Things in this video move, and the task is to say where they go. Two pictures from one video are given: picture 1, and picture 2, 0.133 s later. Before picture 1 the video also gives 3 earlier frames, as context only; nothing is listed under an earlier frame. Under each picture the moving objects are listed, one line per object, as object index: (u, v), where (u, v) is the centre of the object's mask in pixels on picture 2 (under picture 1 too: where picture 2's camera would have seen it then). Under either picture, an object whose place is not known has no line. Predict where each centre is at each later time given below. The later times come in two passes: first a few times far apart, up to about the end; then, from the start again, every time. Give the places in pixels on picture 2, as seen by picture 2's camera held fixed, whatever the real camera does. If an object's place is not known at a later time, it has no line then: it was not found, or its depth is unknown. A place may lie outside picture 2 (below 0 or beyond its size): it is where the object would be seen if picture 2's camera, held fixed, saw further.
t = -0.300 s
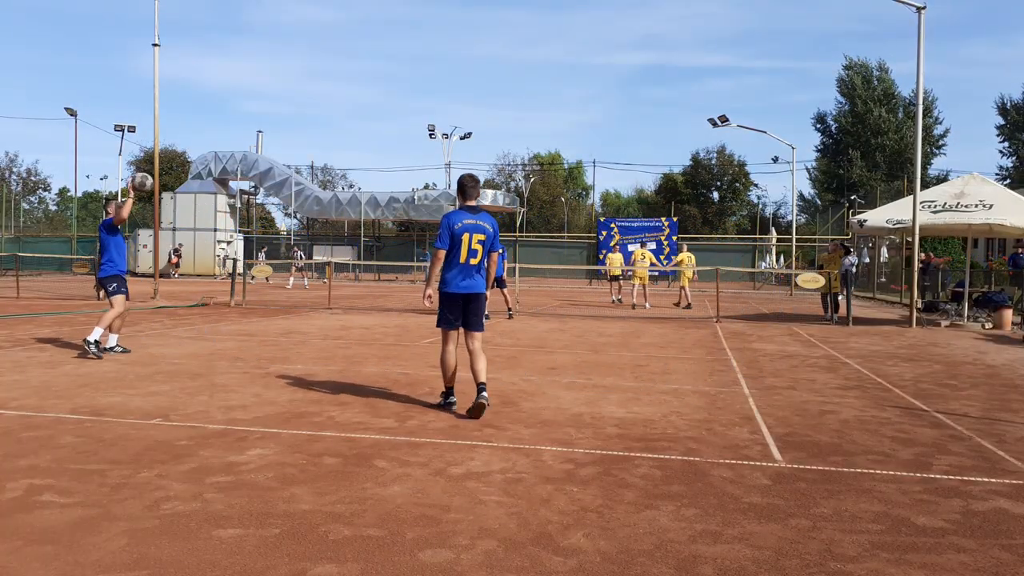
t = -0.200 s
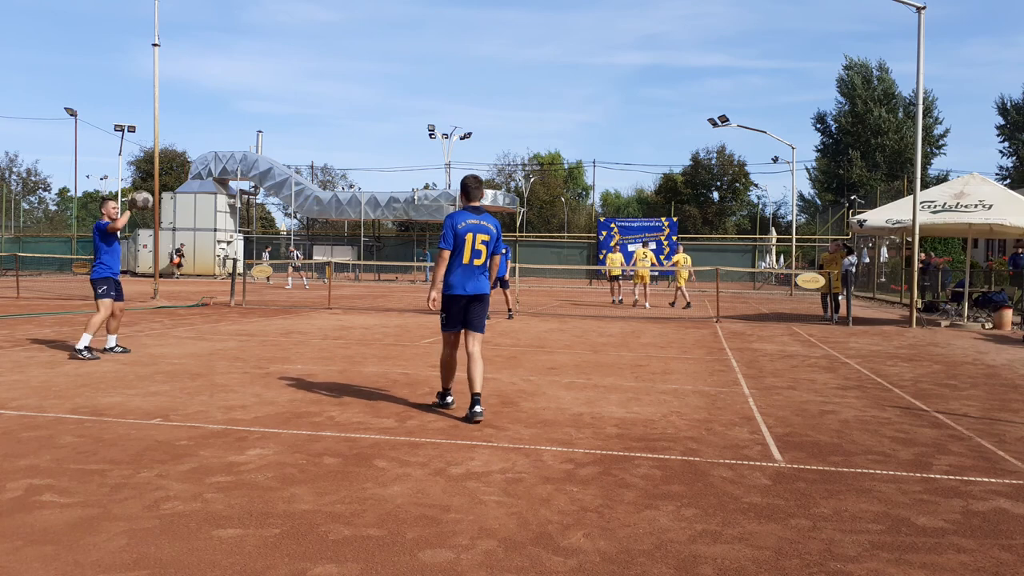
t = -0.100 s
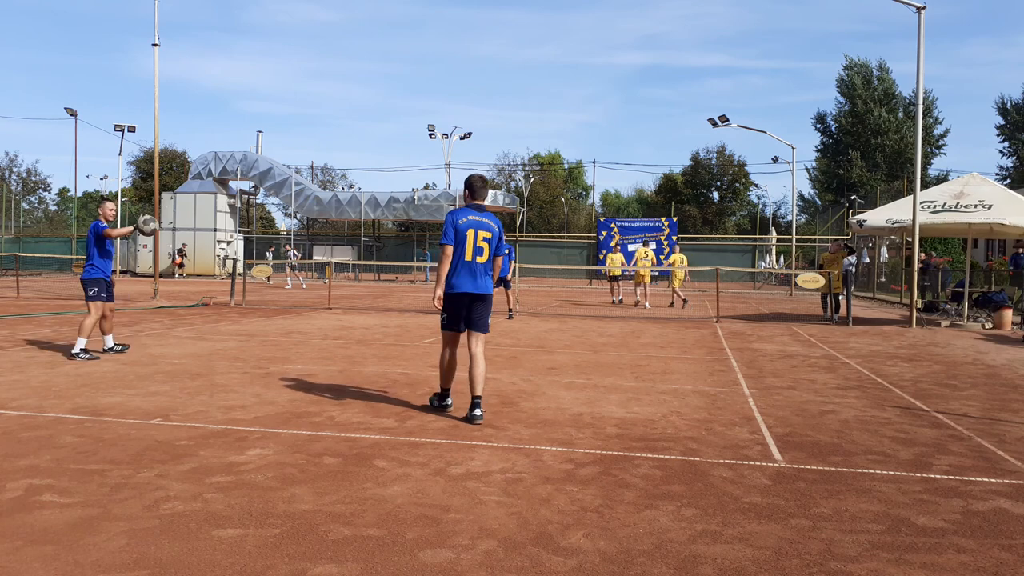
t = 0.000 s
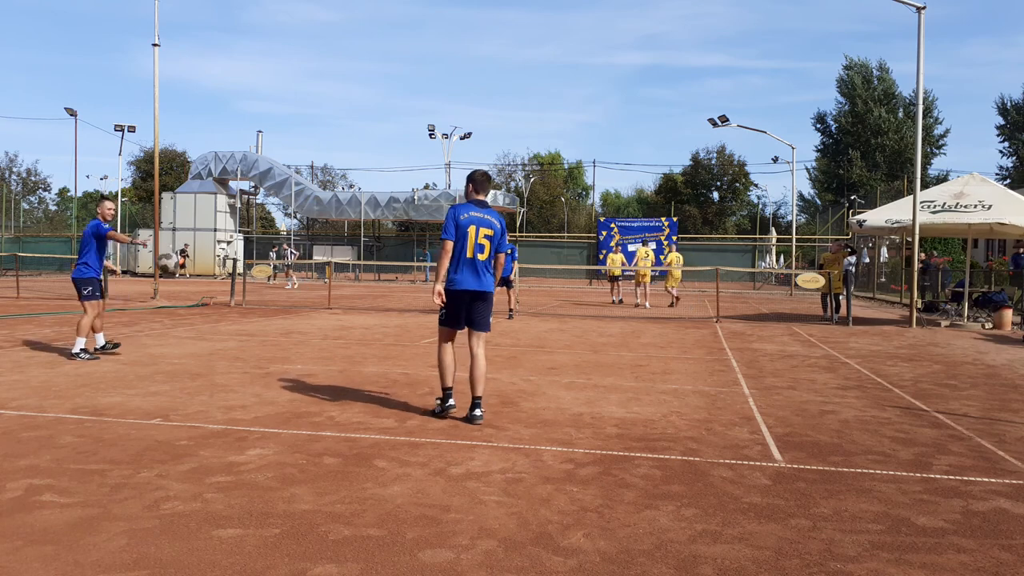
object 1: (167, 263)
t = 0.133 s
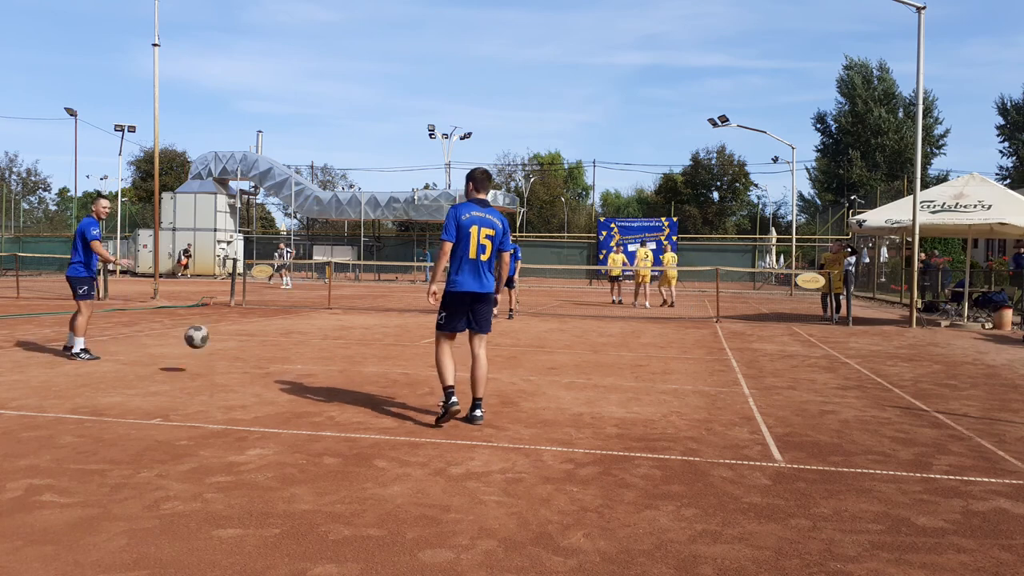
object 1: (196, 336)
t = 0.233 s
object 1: (216, 344)
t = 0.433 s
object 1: (249, 273)
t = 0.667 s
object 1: (296, 238)
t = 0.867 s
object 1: (341, 264)
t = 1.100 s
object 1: (401, 379)
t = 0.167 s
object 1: (205, 359)
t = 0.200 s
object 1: (210, 359)
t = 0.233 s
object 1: (216, 344)
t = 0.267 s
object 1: (221, 330)
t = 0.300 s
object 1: (227, 317)
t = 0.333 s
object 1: (233, 305)
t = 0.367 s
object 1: (238, 293)
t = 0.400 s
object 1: (244, 283)
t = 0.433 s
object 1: (249, 273)
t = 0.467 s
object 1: (257, 264)
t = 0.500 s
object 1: (264, 257)
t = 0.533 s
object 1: (269, 251)
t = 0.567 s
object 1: (276, 246)
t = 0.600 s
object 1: (282, 242)
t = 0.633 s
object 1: (290, 240)
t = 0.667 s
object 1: (296, 238)
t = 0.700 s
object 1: (303, 239)
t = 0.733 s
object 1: (310, 241)
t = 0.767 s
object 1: (318, 245)
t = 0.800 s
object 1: (325, 249)
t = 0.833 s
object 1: (333, 255)
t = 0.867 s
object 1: (341, 264)
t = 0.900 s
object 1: (349, 275)
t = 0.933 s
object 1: (357, 287)
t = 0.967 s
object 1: (365, 301)
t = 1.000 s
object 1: (374, 317)
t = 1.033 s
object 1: (383, 335)
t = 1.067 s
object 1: (392, 356)
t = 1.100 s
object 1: (401, 379)
